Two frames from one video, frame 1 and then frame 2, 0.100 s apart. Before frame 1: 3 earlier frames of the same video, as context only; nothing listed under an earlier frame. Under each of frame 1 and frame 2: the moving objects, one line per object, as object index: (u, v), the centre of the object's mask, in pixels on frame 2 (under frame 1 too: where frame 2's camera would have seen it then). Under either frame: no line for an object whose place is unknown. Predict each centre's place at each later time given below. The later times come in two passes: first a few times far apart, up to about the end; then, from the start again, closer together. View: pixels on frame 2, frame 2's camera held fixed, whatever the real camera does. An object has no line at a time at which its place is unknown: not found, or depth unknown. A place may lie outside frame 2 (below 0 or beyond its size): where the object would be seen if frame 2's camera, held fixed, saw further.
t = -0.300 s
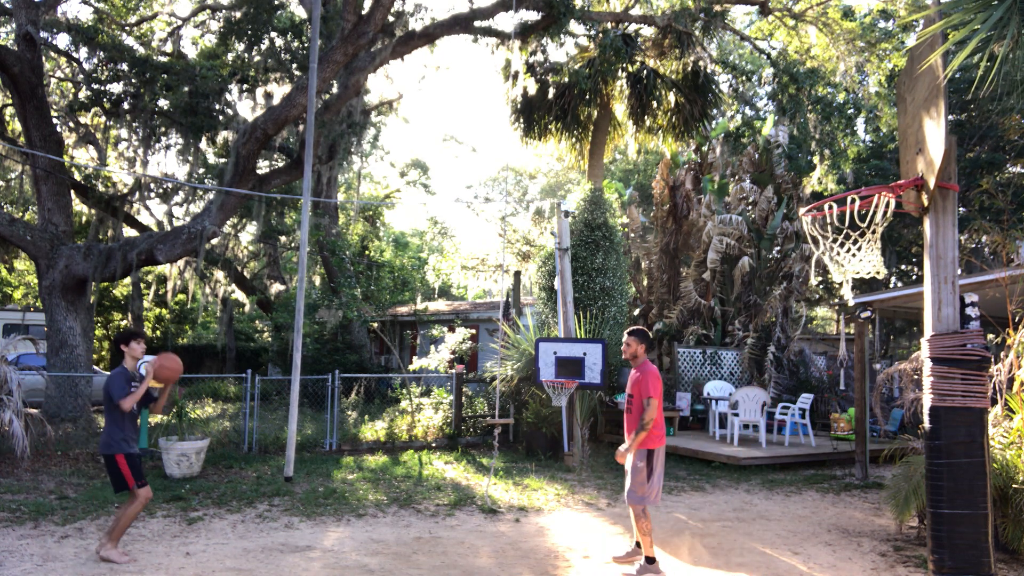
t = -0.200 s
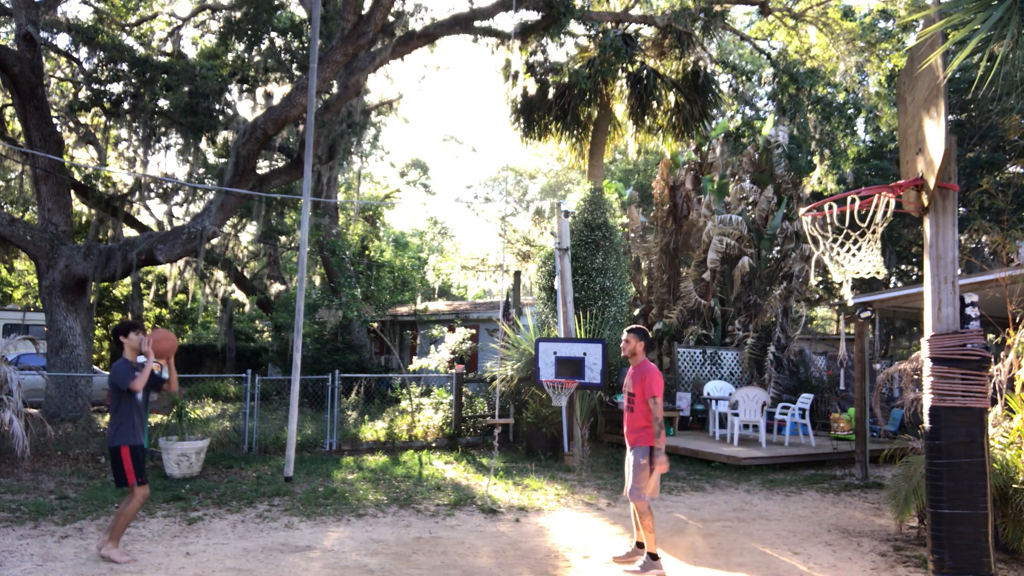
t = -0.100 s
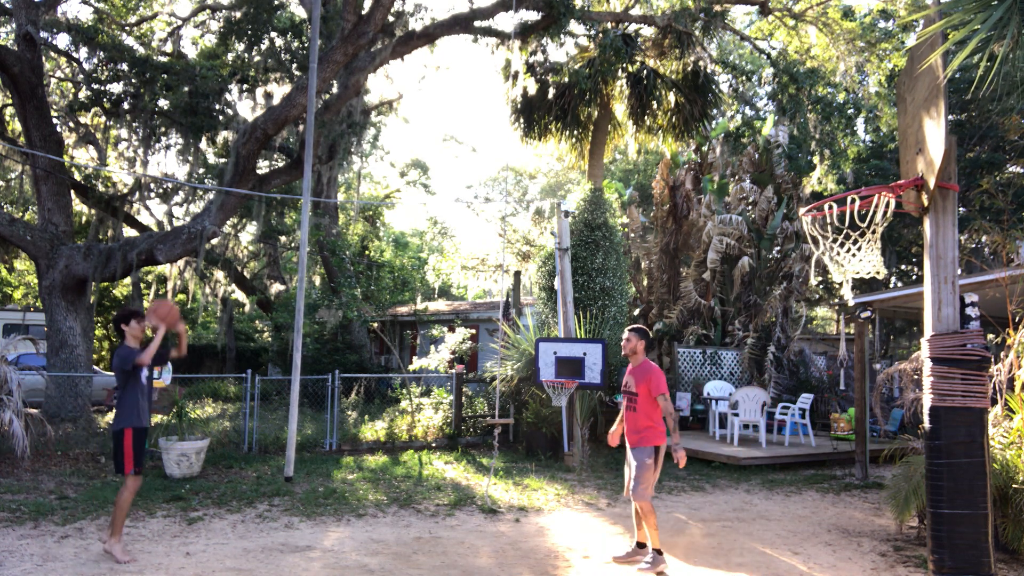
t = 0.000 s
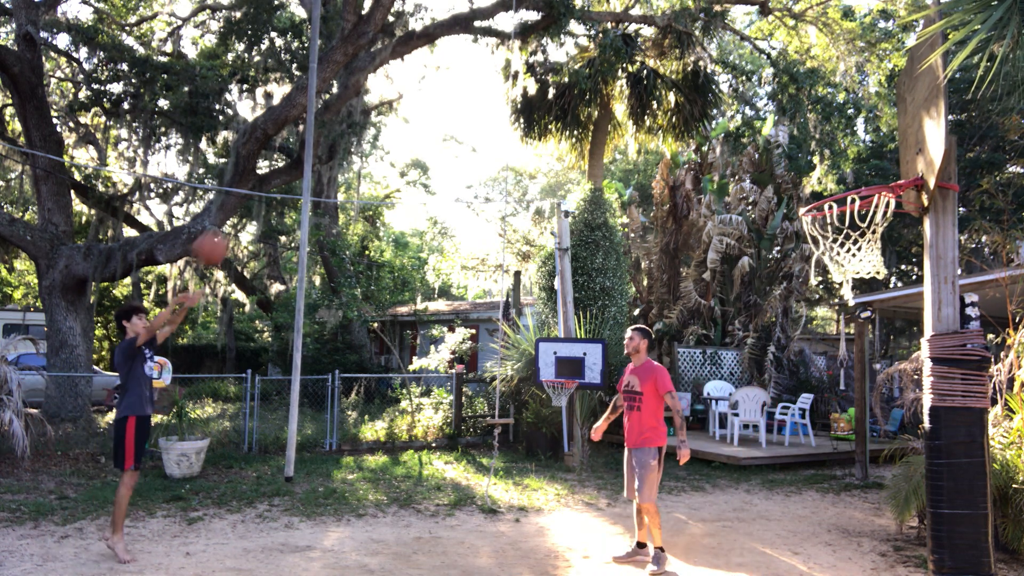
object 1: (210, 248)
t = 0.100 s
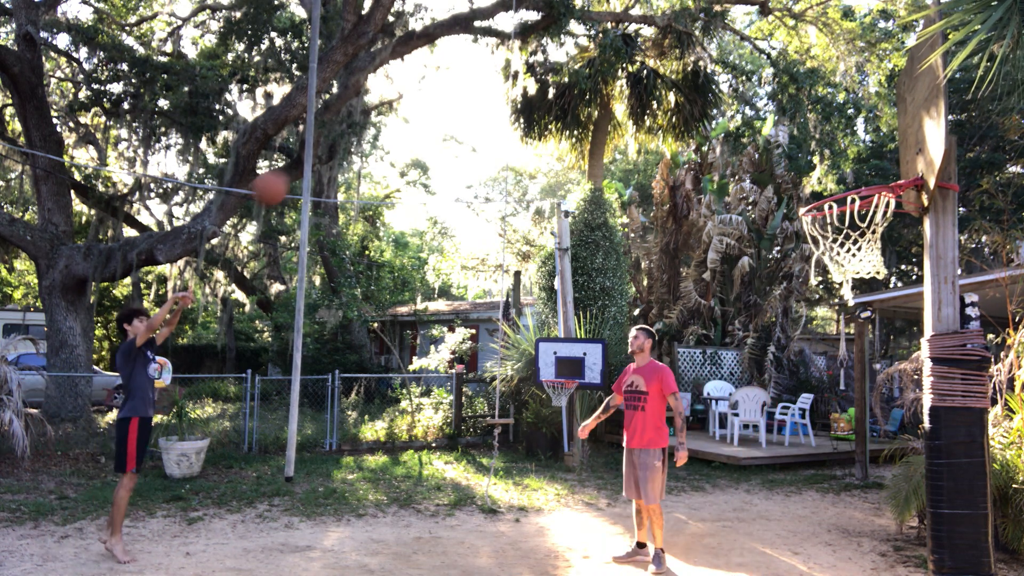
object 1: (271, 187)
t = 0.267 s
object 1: (369, 113)
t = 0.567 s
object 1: (569, 67)
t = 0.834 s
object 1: (763, 141)
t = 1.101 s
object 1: (893, 238)
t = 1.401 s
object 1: (859, 304)
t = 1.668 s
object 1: (822, 492)
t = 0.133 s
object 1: (289, 170)
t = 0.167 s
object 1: (310, 153)
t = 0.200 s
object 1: (331, 138)
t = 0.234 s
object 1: (351, 124)
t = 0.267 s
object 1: (369, 113)
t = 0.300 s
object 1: (391, 102)
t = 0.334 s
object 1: (413, 92)
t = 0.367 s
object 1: (434, 82)
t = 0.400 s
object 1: (455, 77)
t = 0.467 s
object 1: (501, 67)
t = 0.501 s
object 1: (522, 65)
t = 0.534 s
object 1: (543, 65)
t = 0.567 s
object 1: (569, 67)
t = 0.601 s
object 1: (591, 70)
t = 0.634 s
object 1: (612, 73)
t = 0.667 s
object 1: (640, 80)
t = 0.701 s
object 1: (660, 88)
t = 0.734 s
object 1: (689, 99)
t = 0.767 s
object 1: (709, 110)
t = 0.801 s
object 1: (736, 124)
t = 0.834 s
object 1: (763, 141)
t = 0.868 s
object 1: (789, 159)
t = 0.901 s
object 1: (817, 179)
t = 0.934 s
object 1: (846, 204)
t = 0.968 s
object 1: (875, 225)
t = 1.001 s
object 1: (891, 236)
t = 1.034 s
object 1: (898, 236)
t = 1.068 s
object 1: (896, 240)
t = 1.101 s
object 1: (893, 238)
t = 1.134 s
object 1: (891, 238)
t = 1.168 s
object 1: (887, 240)
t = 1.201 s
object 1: (884, 243)
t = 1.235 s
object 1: (880, 250)
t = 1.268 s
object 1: (876, 257)
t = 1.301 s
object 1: (874, 266)
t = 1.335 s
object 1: (868, 277)
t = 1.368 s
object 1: (861, 290)
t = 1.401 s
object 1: (859, 304)
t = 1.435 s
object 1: (852, 320)
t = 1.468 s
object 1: (848, 338)
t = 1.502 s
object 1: (843, 359)
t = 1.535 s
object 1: (839, 382)
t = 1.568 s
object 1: (835, 407)
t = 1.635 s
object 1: (826, 462)
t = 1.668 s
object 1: (822, 492)
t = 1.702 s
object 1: (818, 526)
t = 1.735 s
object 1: (813, 556)
